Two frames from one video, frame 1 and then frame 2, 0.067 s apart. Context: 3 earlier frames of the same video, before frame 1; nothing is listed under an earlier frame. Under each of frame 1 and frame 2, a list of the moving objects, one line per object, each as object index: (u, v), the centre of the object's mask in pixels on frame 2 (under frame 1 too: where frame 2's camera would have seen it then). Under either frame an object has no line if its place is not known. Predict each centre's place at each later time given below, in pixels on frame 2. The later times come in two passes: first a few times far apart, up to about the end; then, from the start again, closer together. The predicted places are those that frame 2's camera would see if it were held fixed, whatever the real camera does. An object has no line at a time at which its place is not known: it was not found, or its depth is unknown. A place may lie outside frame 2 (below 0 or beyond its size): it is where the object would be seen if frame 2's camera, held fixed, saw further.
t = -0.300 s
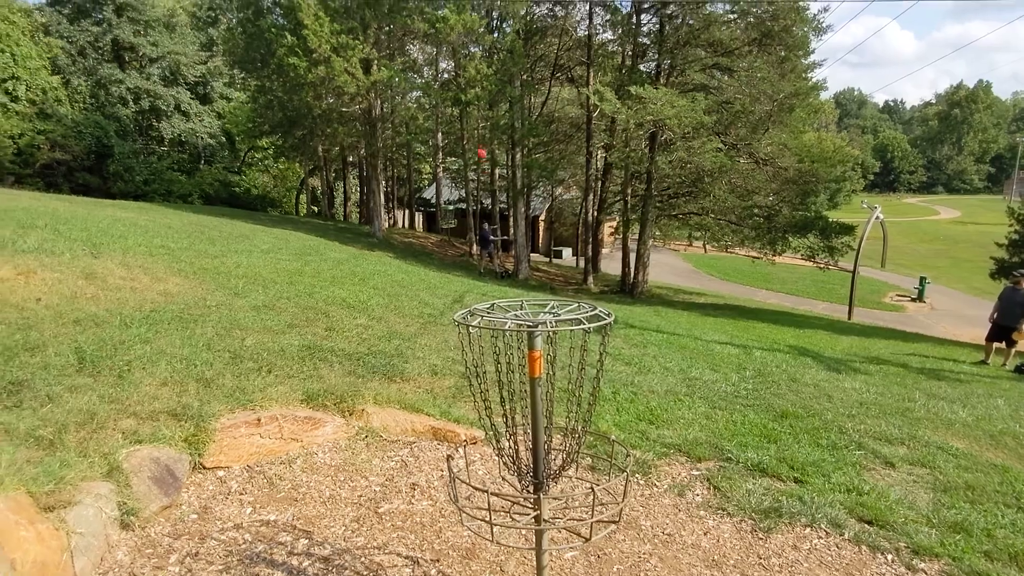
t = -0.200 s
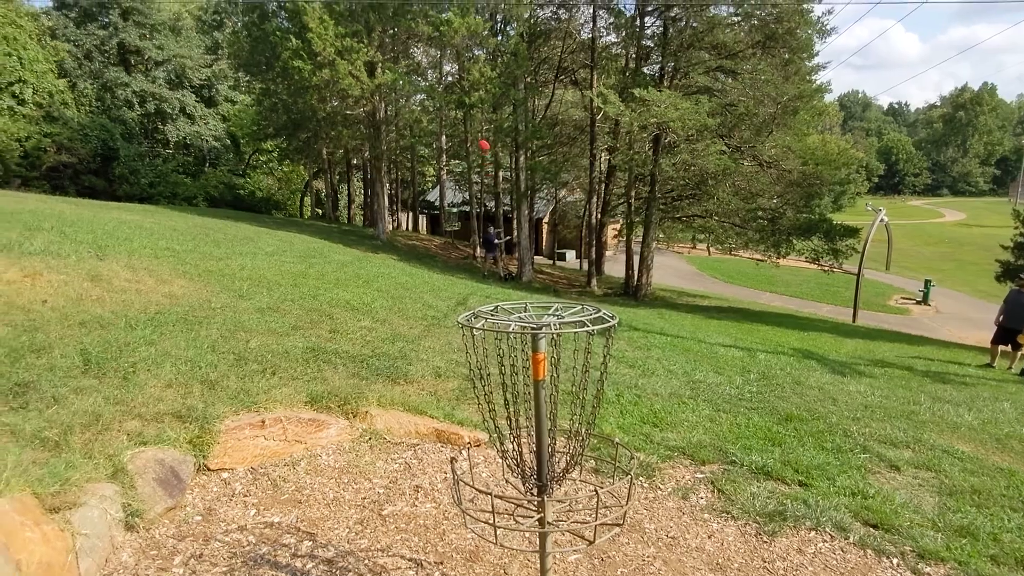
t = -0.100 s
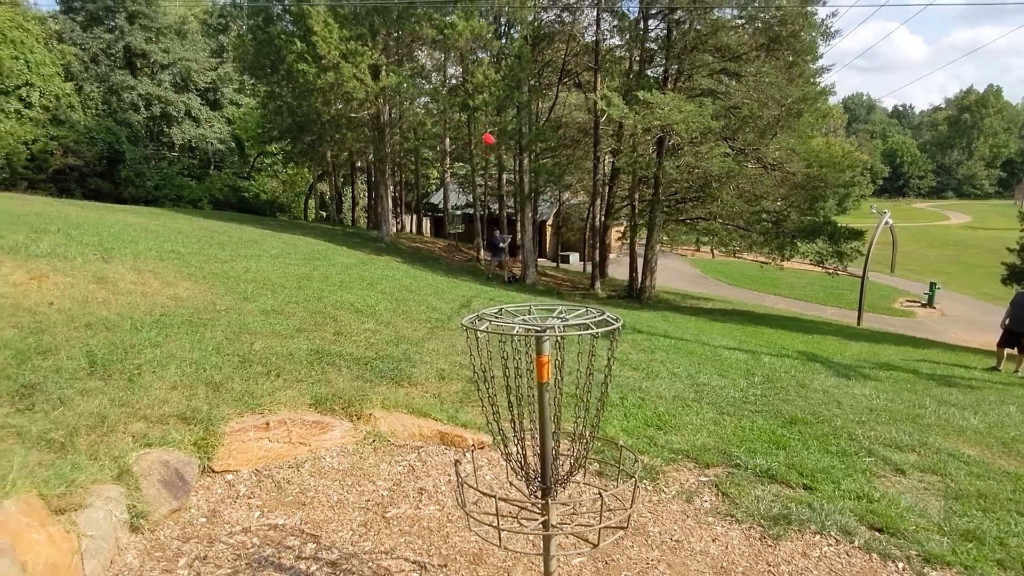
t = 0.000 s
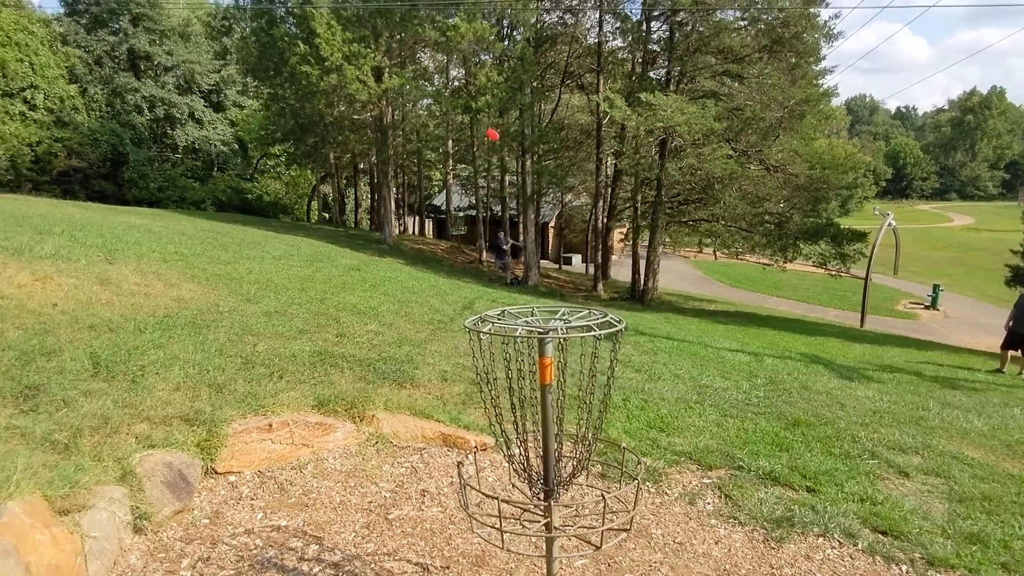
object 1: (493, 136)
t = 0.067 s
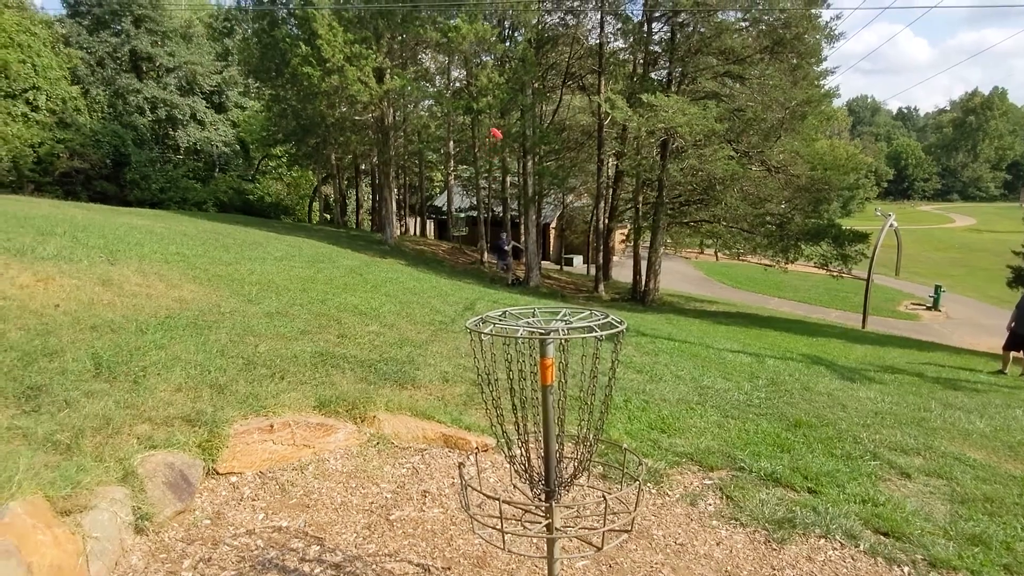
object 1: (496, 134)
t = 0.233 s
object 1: (507, 138)
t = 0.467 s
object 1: (542, 178)
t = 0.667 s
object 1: (600, 263)
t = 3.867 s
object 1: (1076, 571)
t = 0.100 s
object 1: (498, 134)
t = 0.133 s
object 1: (500, 134)
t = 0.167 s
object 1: (501, 134)
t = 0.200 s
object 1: (504, 136)
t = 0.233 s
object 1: (507, 138)
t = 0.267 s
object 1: (511, 141)
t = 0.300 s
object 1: (515, 145)
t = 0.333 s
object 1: (520, 150)
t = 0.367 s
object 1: (524, 155)
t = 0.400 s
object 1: (529, 162)
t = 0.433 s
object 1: (535, 170)
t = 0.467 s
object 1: (542, 178)
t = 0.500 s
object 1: (549, 188)
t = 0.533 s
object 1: (557, 200)
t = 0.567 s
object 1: (566, 213)
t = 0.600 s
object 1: (576, 227)
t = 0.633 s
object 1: (587, 244)
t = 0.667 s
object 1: (600, 263)
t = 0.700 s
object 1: (614, 285)
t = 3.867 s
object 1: (1076, 571)
